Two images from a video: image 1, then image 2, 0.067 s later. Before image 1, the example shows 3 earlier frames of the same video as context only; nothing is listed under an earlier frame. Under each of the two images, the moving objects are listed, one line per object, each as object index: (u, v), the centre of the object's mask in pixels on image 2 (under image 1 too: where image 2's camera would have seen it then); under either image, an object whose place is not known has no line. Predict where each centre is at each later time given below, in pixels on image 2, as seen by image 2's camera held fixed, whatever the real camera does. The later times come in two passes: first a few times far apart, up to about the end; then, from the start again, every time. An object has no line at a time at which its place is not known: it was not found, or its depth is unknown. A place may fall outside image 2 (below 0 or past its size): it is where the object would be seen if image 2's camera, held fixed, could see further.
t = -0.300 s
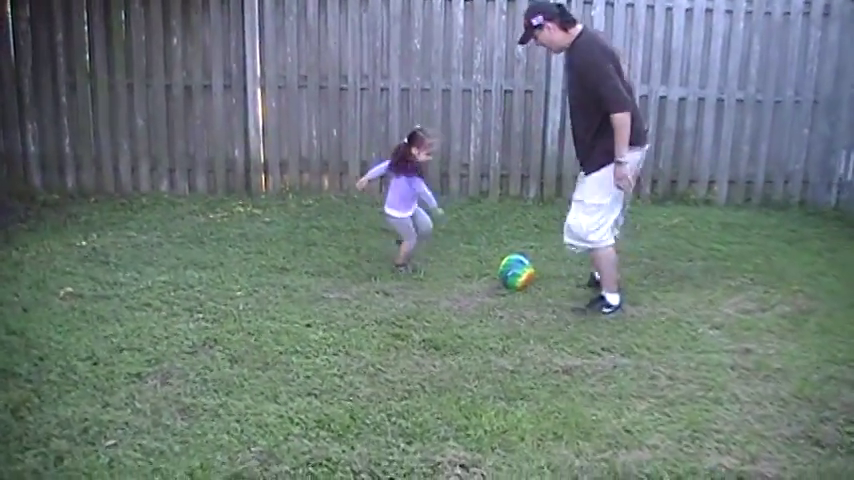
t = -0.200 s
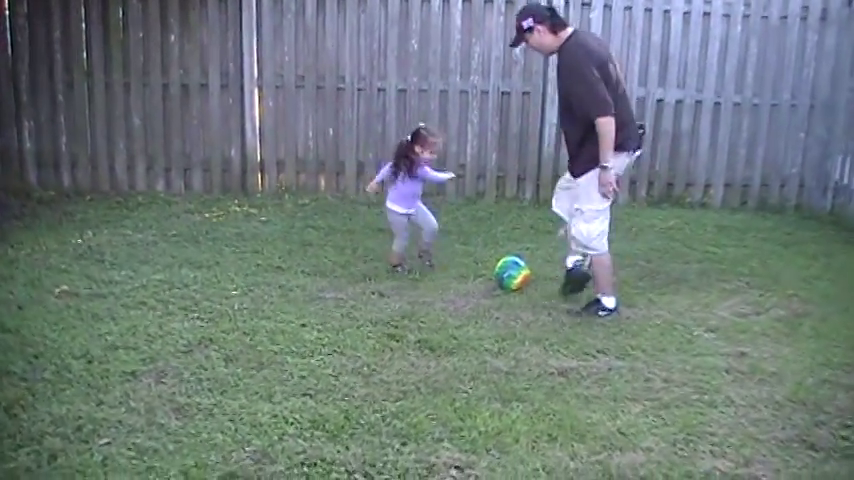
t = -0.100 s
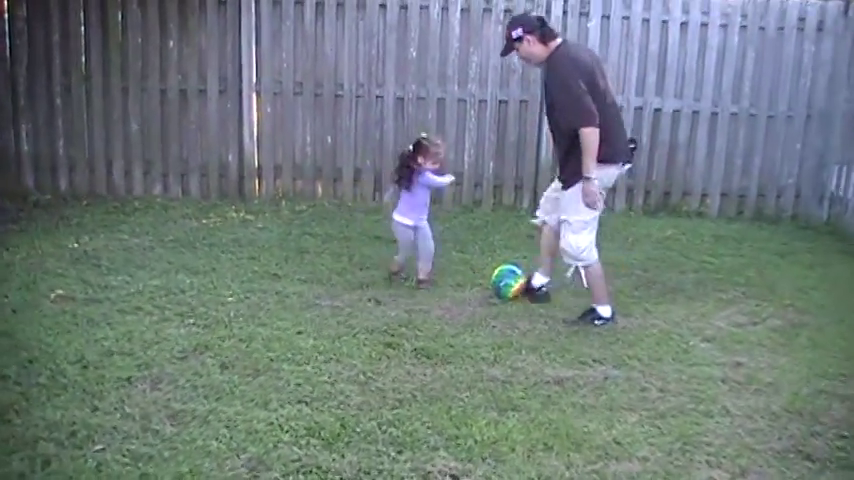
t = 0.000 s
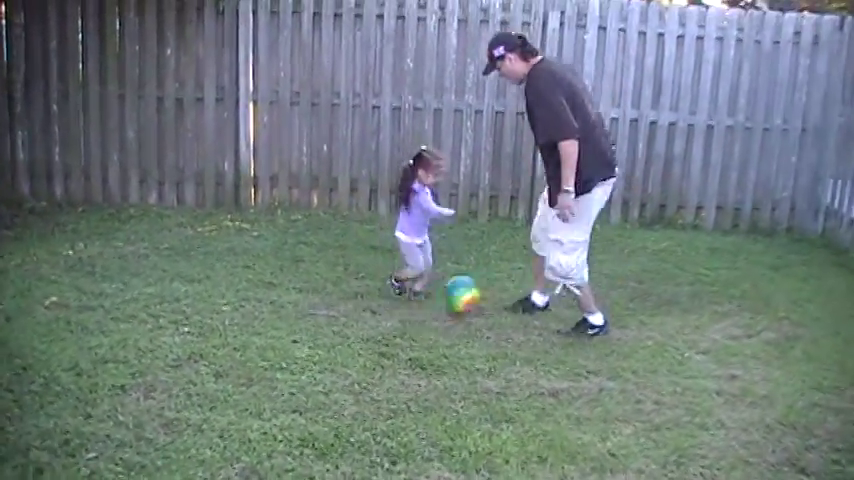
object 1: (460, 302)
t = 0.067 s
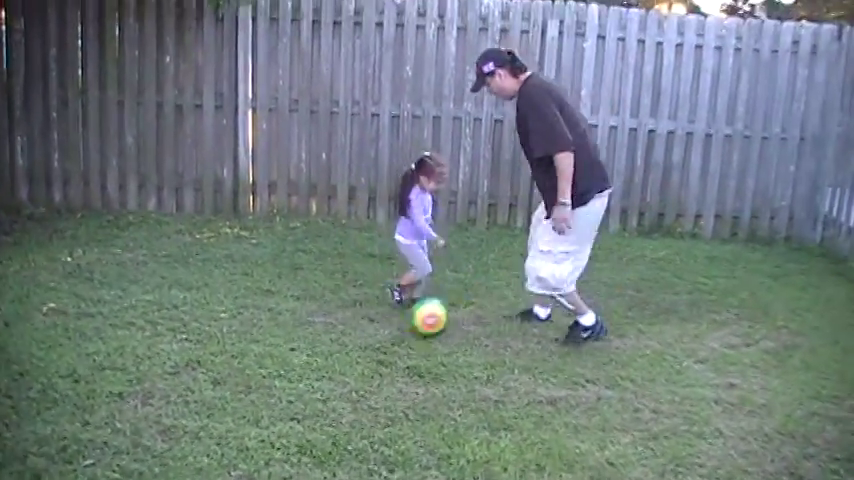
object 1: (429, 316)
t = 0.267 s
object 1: (352, 340)
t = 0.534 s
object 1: (281, 356)
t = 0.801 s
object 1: (217, 367)
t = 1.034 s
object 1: (185, 368)
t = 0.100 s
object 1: (412, 326)
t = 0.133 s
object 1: (396, 334)
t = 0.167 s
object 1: (384, 338)
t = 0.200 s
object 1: (371, 339)
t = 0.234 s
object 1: (361, 340)
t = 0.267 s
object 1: (352, 340)
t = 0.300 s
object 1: (344, 341)
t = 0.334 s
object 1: (335, 342)
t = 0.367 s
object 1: (325, 345)
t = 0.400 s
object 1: (317, 348)
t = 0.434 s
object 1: (308, 350)
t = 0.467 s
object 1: (299, 352)
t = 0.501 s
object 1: (289, 355)
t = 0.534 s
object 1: (281, 356)
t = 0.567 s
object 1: (271, 357)
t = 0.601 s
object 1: (262, 360)
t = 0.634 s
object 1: (253, 361)
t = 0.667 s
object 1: (246, 363)
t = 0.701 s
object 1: (239, 364)
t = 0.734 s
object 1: (232, 365)
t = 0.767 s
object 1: (225, 365)
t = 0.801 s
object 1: (217, 367)
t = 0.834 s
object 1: (209, 370)
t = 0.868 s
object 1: (203, 371)
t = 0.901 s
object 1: (199, 370)
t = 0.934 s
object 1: (195, 368)
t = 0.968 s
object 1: (192, 368)
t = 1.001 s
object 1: (188, 368)
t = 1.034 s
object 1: (185, 368)
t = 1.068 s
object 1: (182, 368)
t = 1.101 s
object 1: (179, 369)
